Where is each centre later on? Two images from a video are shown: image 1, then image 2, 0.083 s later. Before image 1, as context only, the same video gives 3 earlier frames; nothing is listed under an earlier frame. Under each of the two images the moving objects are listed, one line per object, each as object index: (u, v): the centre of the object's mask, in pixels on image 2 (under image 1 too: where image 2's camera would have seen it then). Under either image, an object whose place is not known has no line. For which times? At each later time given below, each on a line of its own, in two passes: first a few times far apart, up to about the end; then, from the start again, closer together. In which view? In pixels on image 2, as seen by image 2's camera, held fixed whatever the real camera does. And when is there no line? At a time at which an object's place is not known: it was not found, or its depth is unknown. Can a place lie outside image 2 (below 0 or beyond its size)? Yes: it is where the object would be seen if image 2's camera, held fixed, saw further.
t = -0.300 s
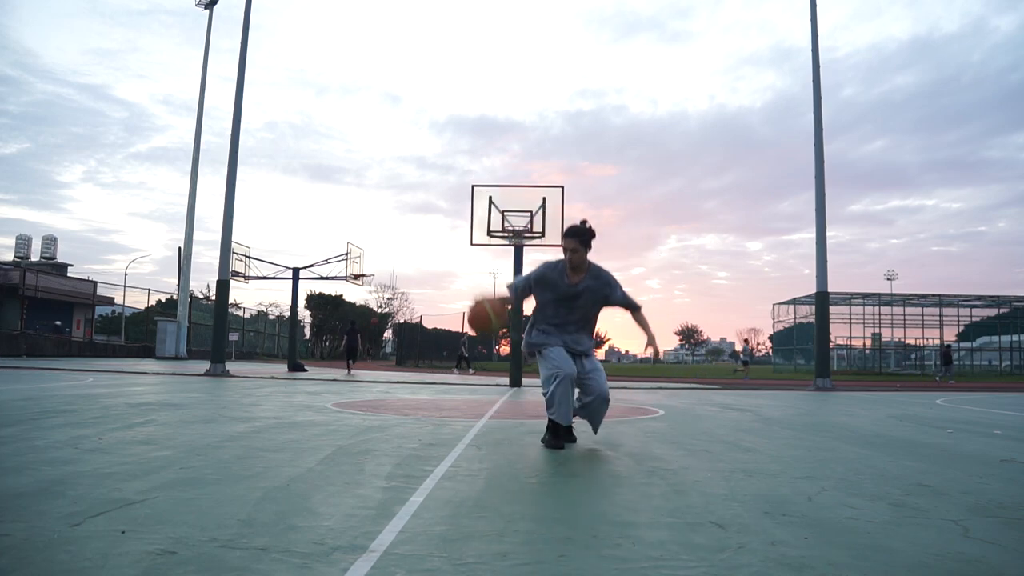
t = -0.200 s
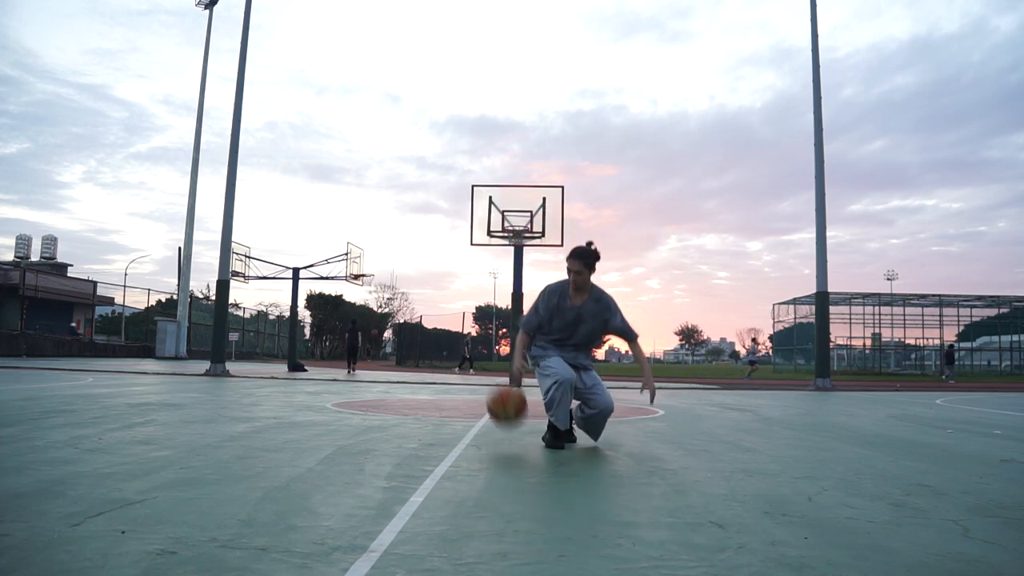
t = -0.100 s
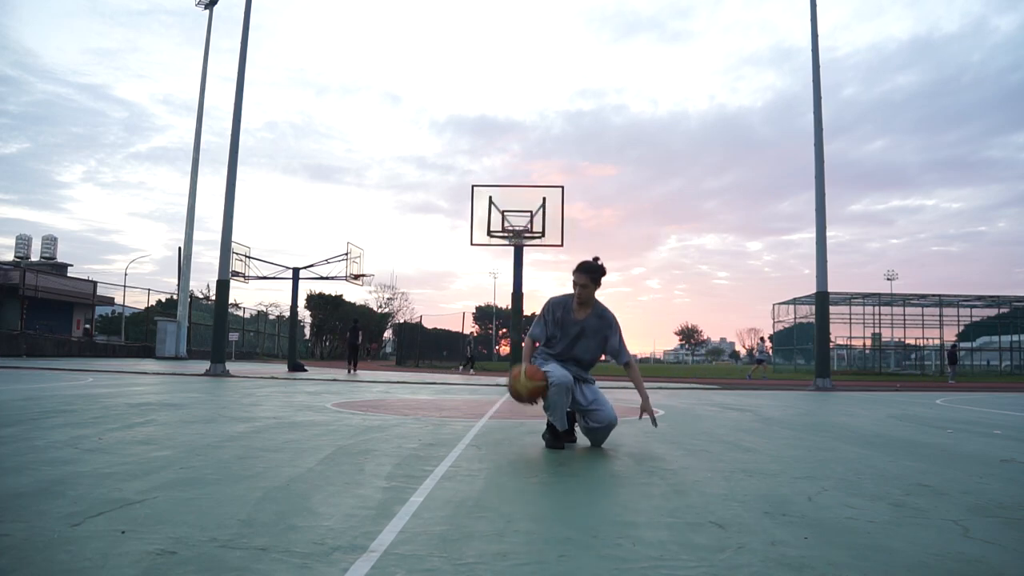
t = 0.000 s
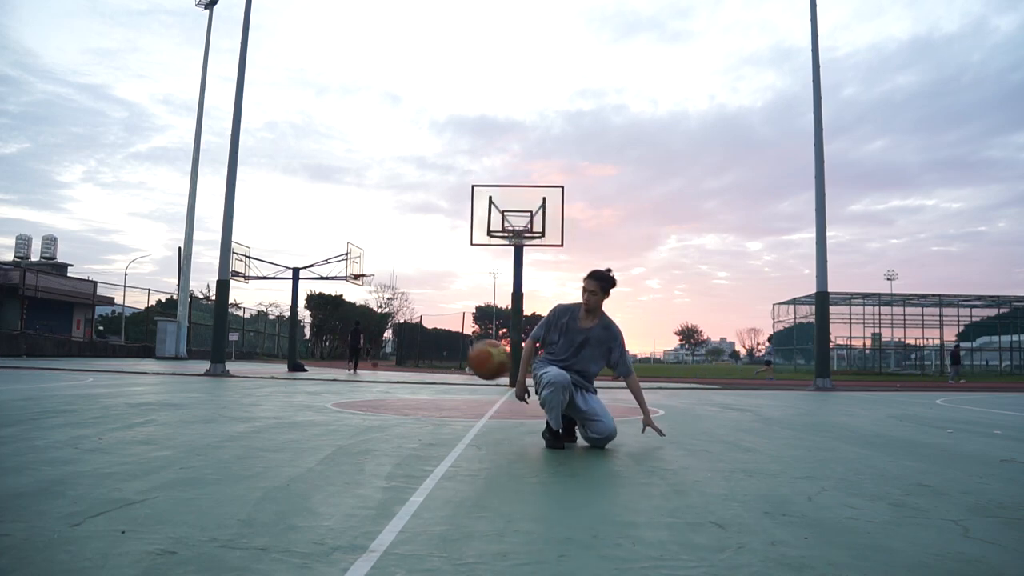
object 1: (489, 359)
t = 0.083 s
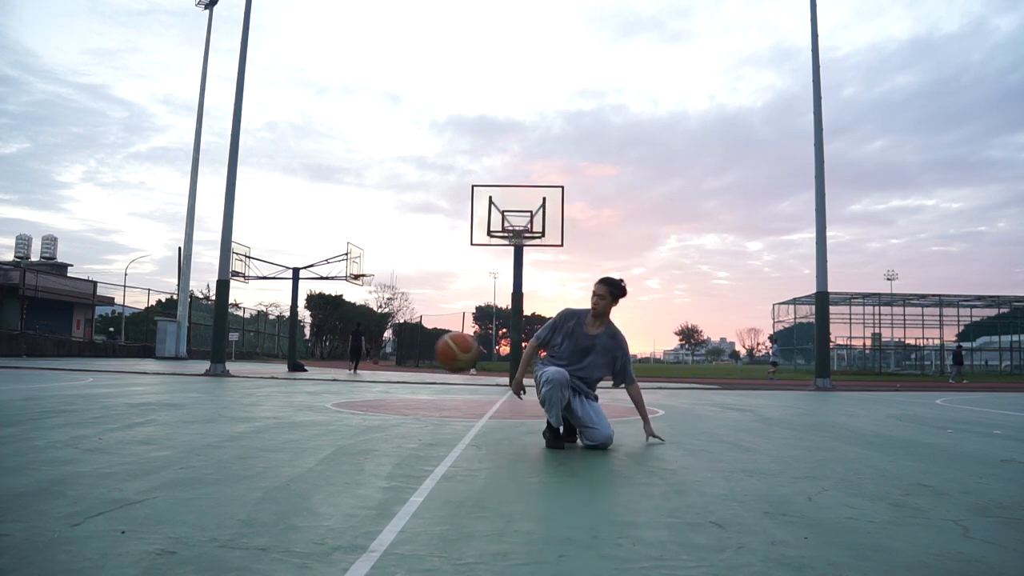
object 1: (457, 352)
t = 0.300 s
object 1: (368, 385)
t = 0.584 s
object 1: (313, 375)
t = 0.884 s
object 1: (292, 405)
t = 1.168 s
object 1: (279, 382)
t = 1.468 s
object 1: (264, 412)
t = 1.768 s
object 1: (246, 411)
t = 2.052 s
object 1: (227, 402)
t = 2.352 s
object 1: (207, 406)
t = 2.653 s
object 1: (186, 410)
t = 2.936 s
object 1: (165, 414)
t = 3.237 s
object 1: (143, 421)
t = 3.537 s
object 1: (122, 420)
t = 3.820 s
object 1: (100, 425)
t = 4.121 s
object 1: (80, 424)
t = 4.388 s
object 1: (62, 426)
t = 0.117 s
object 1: (444, 352)
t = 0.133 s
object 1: (437, 352)
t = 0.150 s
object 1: (430, 353)
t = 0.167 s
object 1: (423, 355)
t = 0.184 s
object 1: (416, 357)
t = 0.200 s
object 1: (410, 359)
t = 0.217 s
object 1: (403, 362)
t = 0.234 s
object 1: (396, 366)
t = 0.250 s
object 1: (389, 369)
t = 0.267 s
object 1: (381, 374)
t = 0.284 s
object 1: (375, 379)
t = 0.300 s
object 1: (368, 385)
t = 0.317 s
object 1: (360, 391)
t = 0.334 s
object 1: (353, 397)
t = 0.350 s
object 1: (346, 404)
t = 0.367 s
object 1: (339, 411)
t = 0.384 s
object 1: (332, 419)
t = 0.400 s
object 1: (324, 427)
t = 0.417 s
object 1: (322, 424)
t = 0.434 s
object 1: (321, 417)
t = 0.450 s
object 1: (320, 411)
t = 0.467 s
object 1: (320, 405)
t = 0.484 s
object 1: (319, 399)
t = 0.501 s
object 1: (318, 394)
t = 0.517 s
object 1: (317, 390)
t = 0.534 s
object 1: (316, 385)
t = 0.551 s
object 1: (315, 381)
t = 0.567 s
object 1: (314, 378)
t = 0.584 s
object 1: (313, 375)
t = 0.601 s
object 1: (312, 373)
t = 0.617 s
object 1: (311, 371)
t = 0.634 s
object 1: (310, 370)
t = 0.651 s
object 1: (309, 369)
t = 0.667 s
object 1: (308, 368)
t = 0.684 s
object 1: (307, 368)
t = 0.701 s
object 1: (306, 369)
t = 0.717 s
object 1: (304, 369)
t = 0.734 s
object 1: (303, 371)
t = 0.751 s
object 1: (302, 373)
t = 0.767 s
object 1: (301, 375)
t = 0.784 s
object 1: (299, 378)
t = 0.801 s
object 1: (298, 381)
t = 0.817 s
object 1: (297, 385)
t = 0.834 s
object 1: (296, 389)
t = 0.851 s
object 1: (294, 394)
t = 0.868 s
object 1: (293, 399)
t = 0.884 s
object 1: (292, 405)
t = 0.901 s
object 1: (291, 411)
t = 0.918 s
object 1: (289, 418)
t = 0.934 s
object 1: (288, 425)
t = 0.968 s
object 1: (286, 419)
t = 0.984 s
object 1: (286, 414)
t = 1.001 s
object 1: (285, 408)
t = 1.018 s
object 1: (285, 404)
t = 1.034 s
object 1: (284, 400)
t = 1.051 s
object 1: (283, 396)
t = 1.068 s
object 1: (283, 392)
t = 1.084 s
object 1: (282, 389)
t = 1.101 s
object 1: (282, 387)
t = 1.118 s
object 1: (281, 385)
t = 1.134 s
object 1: (280, 383)
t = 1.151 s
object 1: (280, 382)
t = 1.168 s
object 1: (279, 382)
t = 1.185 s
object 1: (278, 382)
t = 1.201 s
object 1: (278, 382)
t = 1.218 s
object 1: (277, 383)
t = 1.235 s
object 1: (276, 384)
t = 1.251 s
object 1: (275, 386)
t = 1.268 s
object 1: (274, 389)
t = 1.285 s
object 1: (273, 392)
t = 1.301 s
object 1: (272, 395)
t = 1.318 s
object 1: (272, 398)
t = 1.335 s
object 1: (271, 403)
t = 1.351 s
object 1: (270, 407)
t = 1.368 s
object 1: (269, 413)
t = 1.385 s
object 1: (268, 418)
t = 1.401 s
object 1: (267, 424)
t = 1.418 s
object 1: (266, 426)
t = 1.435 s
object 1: (265, 421)
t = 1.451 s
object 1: (265, 416)
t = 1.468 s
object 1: (264, 412)
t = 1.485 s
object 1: (263, 408)
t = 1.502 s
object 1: (262, 404)
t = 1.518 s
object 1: (261, 401)
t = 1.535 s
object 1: (260, 398)
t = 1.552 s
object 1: (259, 396)
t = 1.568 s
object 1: (258, 395)
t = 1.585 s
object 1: (258, 393)
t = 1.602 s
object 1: (257, 392)
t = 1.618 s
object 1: (256, 392)
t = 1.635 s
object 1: (255, 392)
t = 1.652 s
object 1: (254, 393)
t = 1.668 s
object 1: (253, 394)
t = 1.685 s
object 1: (252, 396)
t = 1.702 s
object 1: (250, 398)
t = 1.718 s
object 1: (249, 400)
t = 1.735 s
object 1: (248, 403)
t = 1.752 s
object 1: (247, 407)
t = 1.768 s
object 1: (246, 411)
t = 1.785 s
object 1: (245, 415)
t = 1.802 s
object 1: (244, 420)
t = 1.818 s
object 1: (243, 426)
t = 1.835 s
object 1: (241, 426)
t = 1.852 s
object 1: (240, 421)
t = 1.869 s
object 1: (239, 417)
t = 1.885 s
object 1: (238, 413)
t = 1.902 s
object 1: (237, 410)
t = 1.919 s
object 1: (236, 407)
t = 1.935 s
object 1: (235, 405)
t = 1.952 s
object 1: (234, 403)
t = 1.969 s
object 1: (233, 402)
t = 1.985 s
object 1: (232, 401)
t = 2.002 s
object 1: (231, 400)
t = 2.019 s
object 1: (230, 400)
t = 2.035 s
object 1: (229, 401)
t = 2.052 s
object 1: (227, 402)
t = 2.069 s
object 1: (226, 404)
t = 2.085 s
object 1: (225, 405)
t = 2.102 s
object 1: (224, 408)
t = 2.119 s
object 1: (223, 411)
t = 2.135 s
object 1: (221, 414)
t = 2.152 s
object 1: (220, 418)
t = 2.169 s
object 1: (219, 423)
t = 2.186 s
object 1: (217, 427)
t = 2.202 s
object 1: (216, 424)
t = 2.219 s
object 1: (215, 421)
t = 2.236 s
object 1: (214, 417)
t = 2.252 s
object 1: (213, 414)
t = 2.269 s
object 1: (212, 412)
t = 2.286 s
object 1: (211, 409)
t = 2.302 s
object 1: (210, 408)
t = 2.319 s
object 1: (209, 407)
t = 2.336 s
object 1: (208, 406)
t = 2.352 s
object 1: (207, 406)
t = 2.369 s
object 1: (206, 406)
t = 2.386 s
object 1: (205, 407)
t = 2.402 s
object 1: (203, 408)
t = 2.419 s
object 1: (202, 410)
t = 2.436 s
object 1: (201, 412)
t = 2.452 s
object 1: (200, 415)
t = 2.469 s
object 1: (199, 418)
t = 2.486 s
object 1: (197, 422)
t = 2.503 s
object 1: (196, 426)
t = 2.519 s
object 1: (195, 426)
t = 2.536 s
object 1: (194, 422)
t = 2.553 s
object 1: (193, 419)
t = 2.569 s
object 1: (192, 416)
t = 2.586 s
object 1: (190, 414)
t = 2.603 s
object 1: (189, 412)
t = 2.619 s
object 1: (188, 411)
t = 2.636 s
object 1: (187, 410)
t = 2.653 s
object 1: (186, 410)
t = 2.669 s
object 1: (185, 410)
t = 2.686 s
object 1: (184, 411)
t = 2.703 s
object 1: (182, 412)
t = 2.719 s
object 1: (181, 414)
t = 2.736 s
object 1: (180, 416)
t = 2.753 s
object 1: (178, 419)
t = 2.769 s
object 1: (177, 422)
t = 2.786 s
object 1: (176, 425)
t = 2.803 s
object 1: (174, 426)
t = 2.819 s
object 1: (173, 422)
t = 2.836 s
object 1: (172, 420)
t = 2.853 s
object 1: (171, 418)
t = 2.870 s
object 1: (170, 416)
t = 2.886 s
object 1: (169, 415)
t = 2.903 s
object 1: (168, 414)
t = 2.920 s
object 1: (167, 414)
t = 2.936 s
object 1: (165, 414)
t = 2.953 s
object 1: (164, 415)
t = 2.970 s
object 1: (163, 416)
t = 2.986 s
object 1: (161, 417)
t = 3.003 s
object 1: (160, 420)
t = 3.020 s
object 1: (159, 422)
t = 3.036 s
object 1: (157, 425)
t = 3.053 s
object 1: (156, 426)
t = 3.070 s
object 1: (155, 423)
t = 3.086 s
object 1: (154, 421)
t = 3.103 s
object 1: (153, 419)
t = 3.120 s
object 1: (152, 417)
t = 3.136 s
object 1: (150, 416)
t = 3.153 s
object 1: (149, 416)
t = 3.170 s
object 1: (148, 416)
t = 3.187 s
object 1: (147, 417)
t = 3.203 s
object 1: (145, 418)
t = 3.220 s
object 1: (144, 419)
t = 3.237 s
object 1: (143, 421)
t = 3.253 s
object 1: (141, 424)
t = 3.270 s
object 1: (140, 426)
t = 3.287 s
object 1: (139, 424)
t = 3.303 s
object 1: (138, 422)
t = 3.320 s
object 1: (137, 420)
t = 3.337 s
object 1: (136, 419)
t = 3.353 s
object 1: (135, 418)
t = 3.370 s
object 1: (133, 418)
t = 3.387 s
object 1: (132, 418)
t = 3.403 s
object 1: (131, 419)
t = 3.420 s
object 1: (130, 420)
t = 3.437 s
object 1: (129, 421)
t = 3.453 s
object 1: (128, 423)
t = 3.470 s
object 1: (126, 425)
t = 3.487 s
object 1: (125, 425)
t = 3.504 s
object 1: (124, 423)
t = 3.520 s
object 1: (123, 421)
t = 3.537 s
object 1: (122, 420)
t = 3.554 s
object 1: (120, 420)
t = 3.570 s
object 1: (119, 420)
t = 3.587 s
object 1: (117, 420)
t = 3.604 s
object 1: (116, 421)
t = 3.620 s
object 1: (115, 423)
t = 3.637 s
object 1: (114, 425)
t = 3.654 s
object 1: (112, 426)
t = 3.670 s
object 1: (111, 424)
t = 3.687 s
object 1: (110, 423)
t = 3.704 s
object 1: (109, 422)
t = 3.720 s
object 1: (108, 421)
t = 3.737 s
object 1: (107, 421)
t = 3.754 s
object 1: (105, 421)
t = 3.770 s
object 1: (104, 422)
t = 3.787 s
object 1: (103, 424)
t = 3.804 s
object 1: (102, 426)
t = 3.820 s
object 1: (100, 425)
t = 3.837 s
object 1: (99, 424)
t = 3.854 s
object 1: (98, 423)
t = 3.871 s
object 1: (97, 422)
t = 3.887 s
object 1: (96, 422)
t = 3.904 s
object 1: (95, 422)
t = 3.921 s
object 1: (94, 423)
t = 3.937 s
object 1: (93, 425)
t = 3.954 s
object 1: (91, 426)
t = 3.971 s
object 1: (90, 425)
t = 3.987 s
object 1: (89, 424)
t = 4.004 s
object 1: (88, 423)
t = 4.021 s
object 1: (87, 423)
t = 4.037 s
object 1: (86, 423)
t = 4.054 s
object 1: (85, 424)
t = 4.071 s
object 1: (83, 426)
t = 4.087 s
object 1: (82, 426)
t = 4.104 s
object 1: (81, 424)
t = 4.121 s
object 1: (80, 424)
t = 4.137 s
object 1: (79, 423)
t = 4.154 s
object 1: (78, 424)
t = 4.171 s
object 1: (77, 424)
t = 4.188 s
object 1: (76, 425)
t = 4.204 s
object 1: (75, 425)
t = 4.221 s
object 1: (74, 425)
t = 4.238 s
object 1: (72, 424)
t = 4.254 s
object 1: (71, 424)
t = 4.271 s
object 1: (70, 425)
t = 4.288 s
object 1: (69, 425)
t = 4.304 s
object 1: (68, 426)
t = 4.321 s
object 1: (67, 425)
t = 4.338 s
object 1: (65, 425)
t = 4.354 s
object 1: (64, 425)
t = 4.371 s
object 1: (63, 426)
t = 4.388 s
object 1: (62, 426)
